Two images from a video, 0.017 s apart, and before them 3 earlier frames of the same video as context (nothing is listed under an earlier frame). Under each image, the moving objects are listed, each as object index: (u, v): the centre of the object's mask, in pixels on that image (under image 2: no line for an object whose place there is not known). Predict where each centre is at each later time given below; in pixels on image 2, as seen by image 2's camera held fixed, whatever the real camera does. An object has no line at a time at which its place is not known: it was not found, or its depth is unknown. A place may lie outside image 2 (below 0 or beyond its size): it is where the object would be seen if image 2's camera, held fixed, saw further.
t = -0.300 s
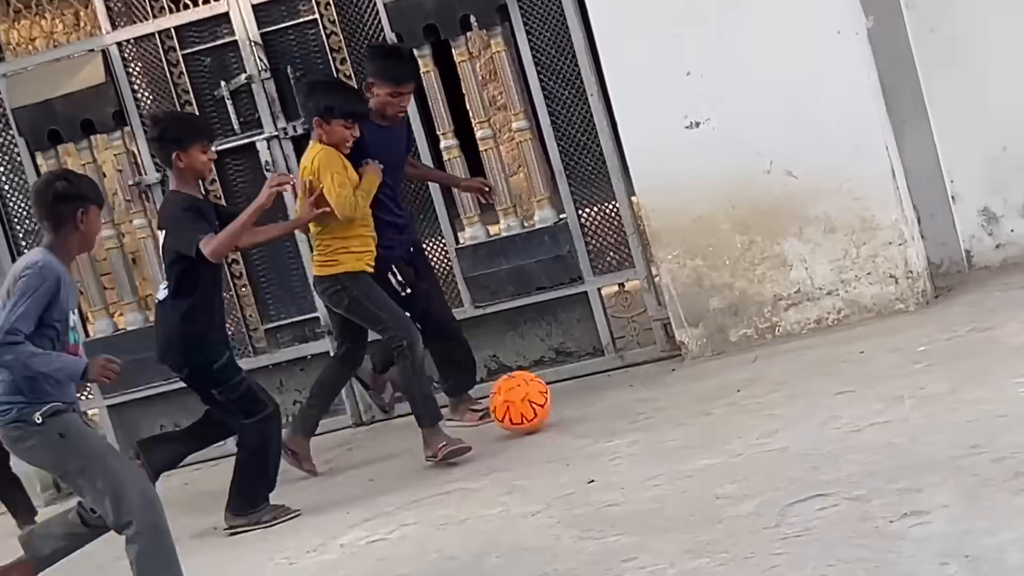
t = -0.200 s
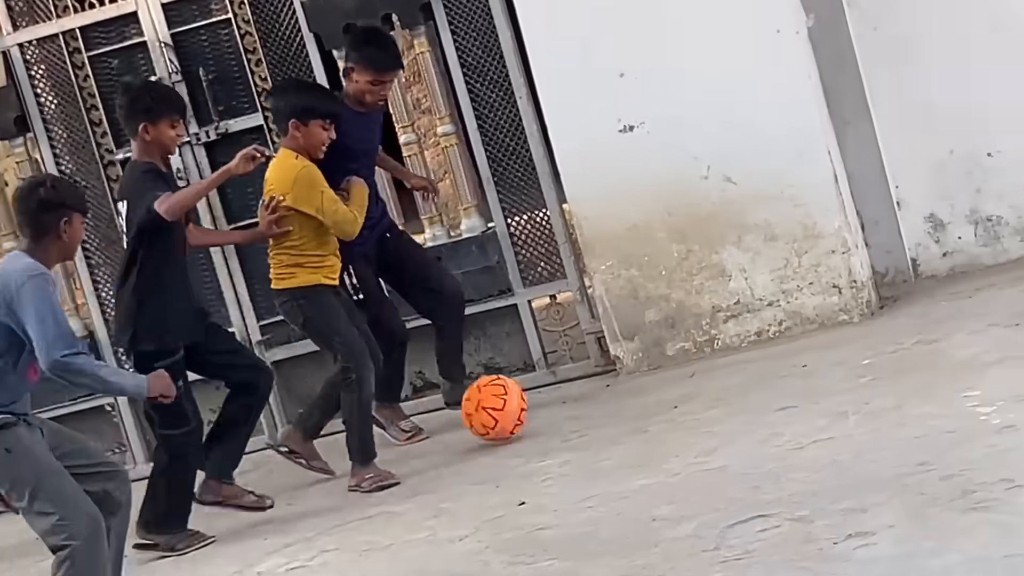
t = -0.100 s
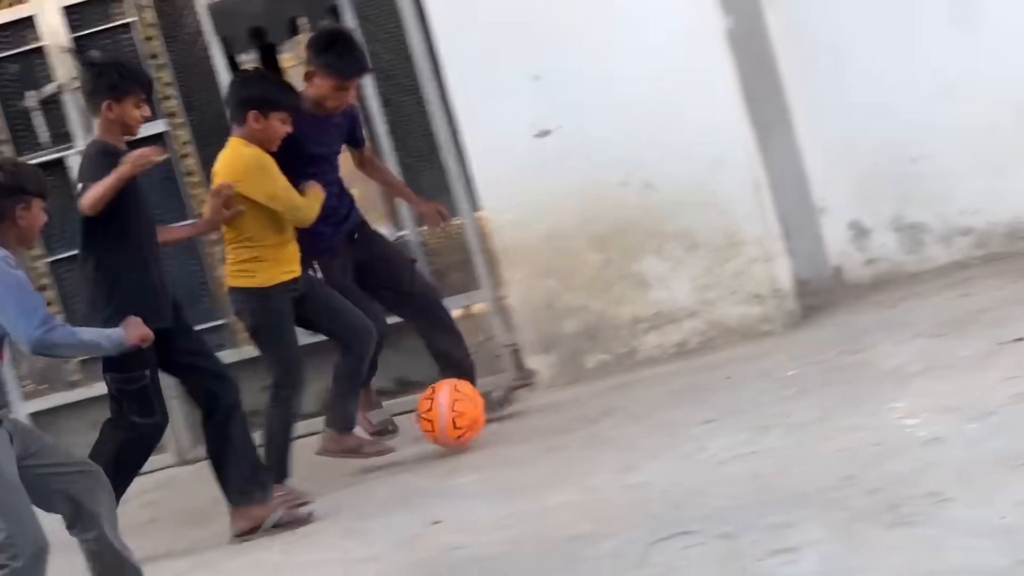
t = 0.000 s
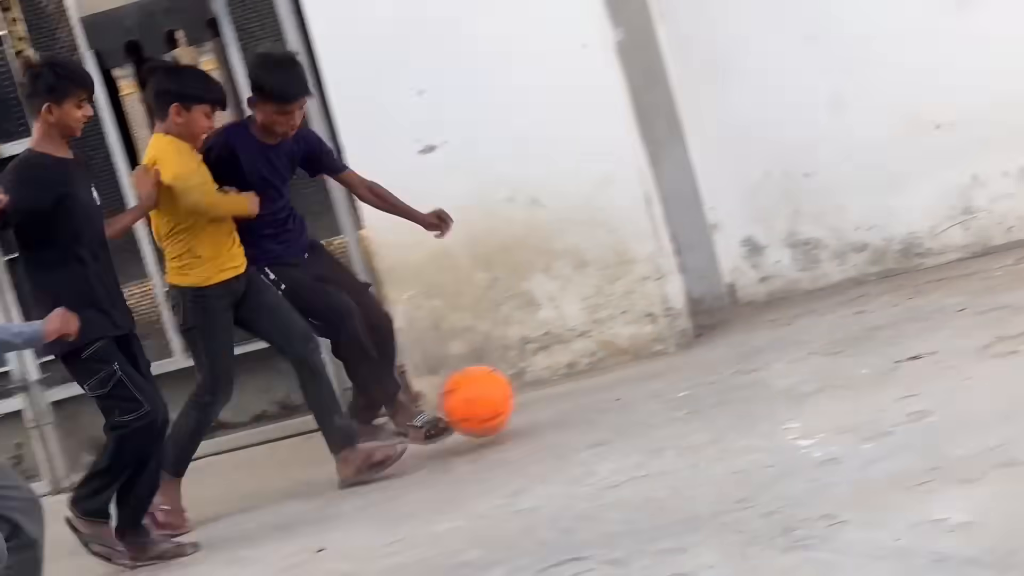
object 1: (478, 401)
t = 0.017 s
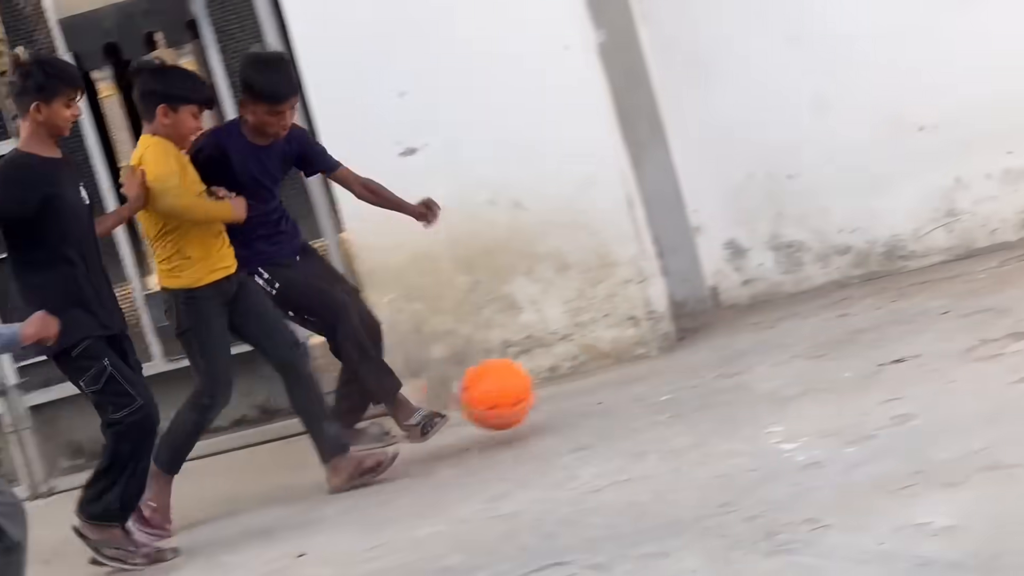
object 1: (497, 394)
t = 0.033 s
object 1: (536, 383)
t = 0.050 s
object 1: (576, 373)
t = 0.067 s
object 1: (615, 364)
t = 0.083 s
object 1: (655, 355)
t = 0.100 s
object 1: (696, 348)
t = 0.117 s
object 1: (737, 341)
